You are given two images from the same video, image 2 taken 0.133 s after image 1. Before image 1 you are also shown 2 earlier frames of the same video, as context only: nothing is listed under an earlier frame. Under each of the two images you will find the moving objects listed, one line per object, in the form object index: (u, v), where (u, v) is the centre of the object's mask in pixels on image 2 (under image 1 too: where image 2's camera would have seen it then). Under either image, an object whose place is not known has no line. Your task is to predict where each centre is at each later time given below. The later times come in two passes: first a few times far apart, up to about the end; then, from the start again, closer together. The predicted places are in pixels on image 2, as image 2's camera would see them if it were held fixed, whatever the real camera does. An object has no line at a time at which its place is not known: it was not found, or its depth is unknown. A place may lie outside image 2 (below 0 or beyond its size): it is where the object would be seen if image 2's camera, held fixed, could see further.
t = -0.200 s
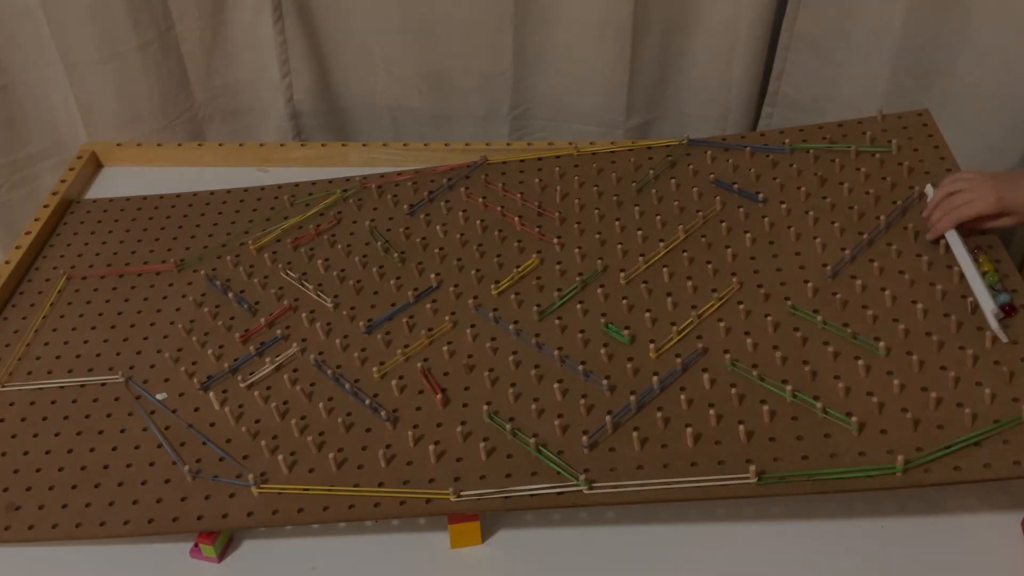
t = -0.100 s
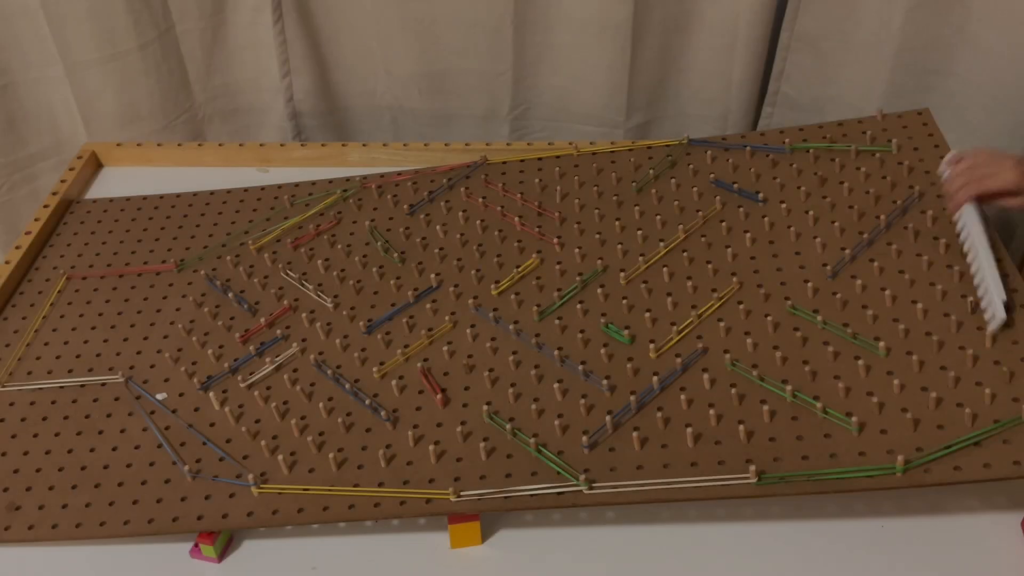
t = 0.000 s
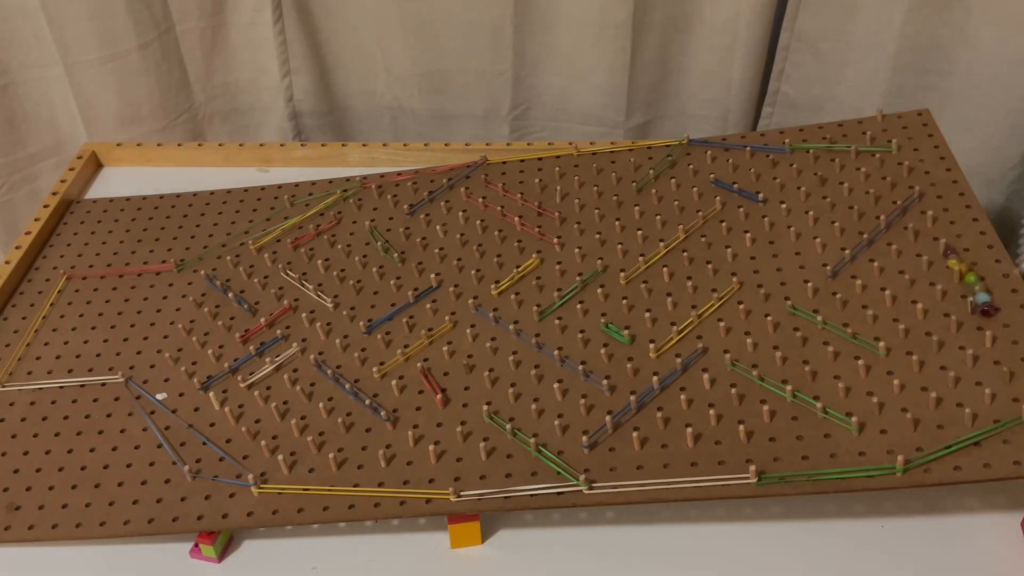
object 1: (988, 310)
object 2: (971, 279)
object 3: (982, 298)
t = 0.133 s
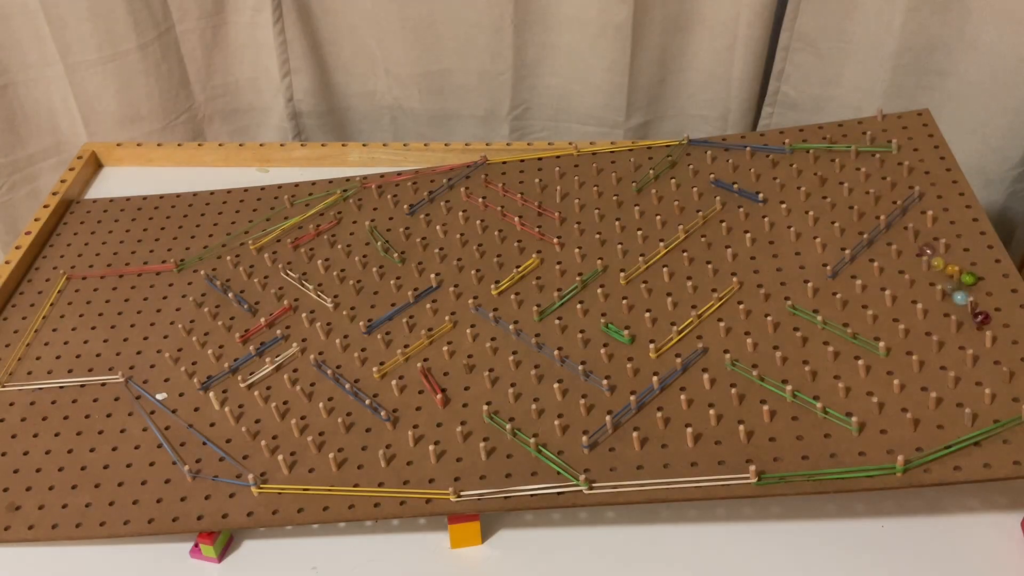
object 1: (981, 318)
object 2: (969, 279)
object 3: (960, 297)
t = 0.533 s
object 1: (956, 318)
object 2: (926, 285)
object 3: (916, 325)
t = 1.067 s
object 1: (904, 349)
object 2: (883, 281)
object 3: (875, 305)
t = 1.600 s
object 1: (862, 405)
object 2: (843, 281)
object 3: (851, 303)
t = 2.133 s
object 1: (829, 400)
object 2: (803, 303)
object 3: (851, 303)
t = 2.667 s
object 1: (725, 349)
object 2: (753, 285)
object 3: (851, 303)
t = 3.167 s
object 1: (646, 372)
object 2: (706, 322)
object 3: (851, 303)
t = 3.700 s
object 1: (598, 364)
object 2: (651, 371)
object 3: (851, 303)
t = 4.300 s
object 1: (519, 324)
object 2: (596, 352)
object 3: (851, 303)
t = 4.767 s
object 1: (478, 299)
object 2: (549, 336)
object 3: (850, 303)
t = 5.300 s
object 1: (428, 327)
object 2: (464, 295)
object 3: (851, 303)
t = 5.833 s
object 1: (393, 340)
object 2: (433, 302)
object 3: (851, 303)
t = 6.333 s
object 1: (367, 345)
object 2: (393, 319)
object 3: (851, 303)
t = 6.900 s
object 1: (298, 335)
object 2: (335, 360)
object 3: (851, 303)
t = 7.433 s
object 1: (302, 307)
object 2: (301, 367)
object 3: (851, 303)
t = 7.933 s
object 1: (287, 297)
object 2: (263, 387)
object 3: (851, 303)
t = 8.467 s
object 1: (280, 292)
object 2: (227, 384)
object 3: (851, 303)
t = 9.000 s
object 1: (257, 297)
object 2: (167, 400)
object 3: (851, 303)
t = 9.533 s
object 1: (229, 281)
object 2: (172, 366)
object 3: (851, 303)
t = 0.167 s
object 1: (977, 320)
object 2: (969, 278)
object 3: (953, 297)
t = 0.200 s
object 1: (973, 322)
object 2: (968, 279)
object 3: (952, 298)
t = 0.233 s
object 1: (966, 323)
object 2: (968, 280)
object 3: (953, 301)
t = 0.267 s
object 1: (969, 323)
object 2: (967, 281)
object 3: (953, 303)
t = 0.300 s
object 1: (970, 323)
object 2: (966, 281)
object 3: (951, 306)
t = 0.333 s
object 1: (970, 322)
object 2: (963, 282)
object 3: (949, 308)
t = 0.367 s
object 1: (968, 322)
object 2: (958, 283)
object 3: (945, 310)
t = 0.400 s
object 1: (966, 322)
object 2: (954, 285)
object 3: (942, 313)
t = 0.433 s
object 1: (964, 322)
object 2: (948, 286)
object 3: (937, 317)
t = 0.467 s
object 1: (964, 320)
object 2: (939, 286)
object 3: (931, 319)
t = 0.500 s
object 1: (962, 320)
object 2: (932, 286)
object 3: (925, 322)
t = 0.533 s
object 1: (956, 318)
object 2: (926, 285)
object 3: (916, 325)
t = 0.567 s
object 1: (949, 317)
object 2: (921, 285)
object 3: (911, 325)
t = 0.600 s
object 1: (945, 318)
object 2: (925, 286)
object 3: (911, 322)
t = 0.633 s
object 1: (939, 316)
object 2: (926, 286)
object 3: (907, 320)
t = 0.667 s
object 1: (933, 316)
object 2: (926, 287)
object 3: (903, 318)
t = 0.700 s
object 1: (935, 318)
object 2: (926, 288)
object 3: (900, 316)
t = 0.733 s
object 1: (935, 321)
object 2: (923, 289)
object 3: (903, 315)
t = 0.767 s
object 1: (934, 323)
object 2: (919, 290)
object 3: (904, 314)
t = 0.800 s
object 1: (931, 325)
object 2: (914, 291)
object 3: (904, 313)
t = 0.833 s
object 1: (929, 328)
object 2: (909, 292)
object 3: (904, 312)
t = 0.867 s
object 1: (925, 330)
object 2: (902, 294)
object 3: (903, 311)
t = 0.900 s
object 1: (921, 332)
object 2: (898, 293)
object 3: (901, 310)
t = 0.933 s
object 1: (915, 335)
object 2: (897, 291)
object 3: (898, 309)
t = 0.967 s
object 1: (914, 339)
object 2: (895, 288)
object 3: (894, 308)
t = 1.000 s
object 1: (911, 344)
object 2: (892, 285)
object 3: (888, 307)
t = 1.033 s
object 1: (907, 346)
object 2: (887, 283)
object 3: (882, 306)
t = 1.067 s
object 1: (904, 349)
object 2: (883, 281)
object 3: (875, 305)
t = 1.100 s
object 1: (898, 351)
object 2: (877, 279)
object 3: (867, 305)
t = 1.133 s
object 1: (900, 356)
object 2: (870, 277)
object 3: (858, 304)
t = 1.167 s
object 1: (902, 359)
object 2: (863, 275)
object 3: (852, 303)
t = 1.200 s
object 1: (900, 363)
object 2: (854, 273)
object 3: (852, 303)
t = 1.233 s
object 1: (899, 367)
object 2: (847, 271)
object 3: (852, 303)
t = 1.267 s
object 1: (897, 370)
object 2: (852, 273)
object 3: (852, 303)
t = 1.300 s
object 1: (893, 373)
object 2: (854, 276)
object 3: (851, 303)
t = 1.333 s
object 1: (888, 378)
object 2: (854, 279)
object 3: (851, 303)
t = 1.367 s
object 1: (883, 380)
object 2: (855, 278)
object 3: (851, 303)
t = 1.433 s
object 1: (870, 387)
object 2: (851, 277)
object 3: (851, 303)
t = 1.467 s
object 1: (862, 391)
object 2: (849, 277)
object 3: (851, 302)
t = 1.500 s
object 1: (858, 393)
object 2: (843, 276)
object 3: (851, 303)
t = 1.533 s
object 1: (862, 397)
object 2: (843, 277)
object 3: (851, 303)
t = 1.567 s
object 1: (863, 401)
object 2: (844, 279)
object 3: (851, 303)
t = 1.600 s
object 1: (862, 405)
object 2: (843, 281)
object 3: (851, 303)
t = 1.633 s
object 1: (861, 409)
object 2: (842, 284)
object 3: (851, 303)
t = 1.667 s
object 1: (856, 412)
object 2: (840, 286)
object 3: (851, 303)
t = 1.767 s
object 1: (855, 410)
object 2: (830, 292)
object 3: (851, 303)
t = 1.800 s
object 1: (854, 408)
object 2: (829, 294)
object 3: (851, 303)
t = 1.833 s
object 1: (853, 406)
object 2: (827, 296)
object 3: (851, 303)
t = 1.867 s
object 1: (851, 402)
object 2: (825, 297)
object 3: (851, 303)
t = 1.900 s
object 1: (848, 399)
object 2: (822, 299)
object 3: (851, 303)
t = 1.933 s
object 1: (847, 401)
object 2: (821, 299)
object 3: (851, 303)
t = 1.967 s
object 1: (845, 402)
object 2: (820, 300)
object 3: (851, 303)
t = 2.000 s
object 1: (841, 403)
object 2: (818, 301)
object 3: (850, 303)
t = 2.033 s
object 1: (838, 404)
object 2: (815, 301)
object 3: (851, 303)
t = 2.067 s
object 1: (833, 404)
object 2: (812, 302)
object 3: (851, 303)
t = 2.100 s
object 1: (831, 402)
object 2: (808, 302)
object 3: (851, 303)
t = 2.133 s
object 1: (829, 400)
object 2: (803, 303)
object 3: (851, 303)
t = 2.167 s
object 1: (826, 398)
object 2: (799, 302)
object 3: (851, 303)
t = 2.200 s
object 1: (822, 395)
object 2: (797, 299)
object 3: (851, 303)
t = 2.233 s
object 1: (816, 393)
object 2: (796, 297)
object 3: (851, 303)
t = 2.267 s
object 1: (811, 392)
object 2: (794, 295)
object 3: (851, 303)
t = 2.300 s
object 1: (804, 388)
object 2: (790, 293)
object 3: (851, 303)
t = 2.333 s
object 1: (800, 385)
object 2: (786, 291)
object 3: (851, 303)
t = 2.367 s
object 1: (795, 382)
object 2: (780, 290)
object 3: (851, 303)
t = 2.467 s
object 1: (774, 374)
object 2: (758, 286)
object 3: (851, 303)
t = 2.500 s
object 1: (767, 369)
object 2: (751, 285)
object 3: (851, 303)
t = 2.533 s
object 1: (758, 366)
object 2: (750, 282)
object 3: (851, 303)
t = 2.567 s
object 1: (750, 362)
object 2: (753, 284)
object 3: (851, 303)
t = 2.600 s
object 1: (742, 358)
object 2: (753, 284)
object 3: (851, 303)
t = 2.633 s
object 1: (735, 353)
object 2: (753, 285)
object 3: (851, 303)
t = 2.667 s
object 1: (725, 349)
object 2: (753, 285)
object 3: (851, 303)
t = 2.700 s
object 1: (715, 345)
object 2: (750, 286)
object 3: (851, 303)
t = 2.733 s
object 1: (707, 340)
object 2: (748, 287)
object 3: (851, 303)
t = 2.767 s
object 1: (702, 340)
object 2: (745, 288)
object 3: (851, 303)
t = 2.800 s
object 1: (694, 340)
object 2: (744, 289)
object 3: (851, 303)
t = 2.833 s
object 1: (687, 340)
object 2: (741, 292)
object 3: (851, 303)
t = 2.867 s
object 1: (683, 341)
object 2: (738, 293)
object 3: (851, 303)
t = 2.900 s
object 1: (682, 345)
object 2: (736, 296)
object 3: (851, 303)
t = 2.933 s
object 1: (680, 350)
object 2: (734, 298)
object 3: (851, 303)
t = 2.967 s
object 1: (677, 351)
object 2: (730, 302)
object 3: (851, 303)
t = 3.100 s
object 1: (658, 366)
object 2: (715, 314)
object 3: (851, 303)
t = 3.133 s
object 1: (653, 369)
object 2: (709, 318)
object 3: (851, 303)
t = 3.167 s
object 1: (646, 372)
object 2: (706, 322)
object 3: (851, 303)
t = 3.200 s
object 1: (644, 375)
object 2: (701, 327)
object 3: (851, 303)
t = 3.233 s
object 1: (646, 378)
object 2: (697, 331)
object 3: (851, 303)
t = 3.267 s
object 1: (644, 381)
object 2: (690, 335)
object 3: (851, 303)
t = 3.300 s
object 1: (642, 382)
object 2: (684, 340)
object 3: (851, 303)
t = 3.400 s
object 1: (631, 384)
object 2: (666, 354)
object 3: (851, 303)
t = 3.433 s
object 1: (625, 385)
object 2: (659, 357)
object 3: (851, 303)
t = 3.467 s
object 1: (618, 384)
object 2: (653, 362)
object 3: (851, 303)
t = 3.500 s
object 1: (615, 381)
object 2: (647, 366)
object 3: (851, 303)
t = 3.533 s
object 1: (614, 378)
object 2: (645, 370)
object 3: (851, 303)
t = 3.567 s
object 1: (613, 374)
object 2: (650, 371)
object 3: (851, 303)
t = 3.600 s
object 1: (610, 371)
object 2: (654, 372)
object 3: (851, 303)
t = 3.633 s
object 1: (607, 368)
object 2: (656, 372)
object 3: (851, 303)
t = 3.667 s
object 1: (603, 364)
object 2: (654, 372)
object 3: (851, 303)
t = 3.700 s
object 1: (598, 364)
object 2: (651, 371)
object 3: (851, 303)
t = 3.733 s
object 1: (592, 363)
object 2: (648, 370)
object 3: (851, 303)
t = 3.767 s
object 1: (584, 362)
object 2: (643, 369)
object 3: (851, 303)
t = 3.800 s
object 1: (580, 359)
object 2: (642, 367)
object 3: (851, 303)
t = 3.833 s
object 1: (577, 357)
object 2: (640, 364)
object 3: (851, 303)
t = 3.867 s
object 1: (575, 352)
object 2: (639, 362)
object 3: (851, 303)
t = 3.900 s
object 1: (569, 349)
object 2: (637, 358)
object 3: (851, 303)
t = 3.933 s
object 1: (567, 348)
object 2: (635, 356)
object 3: (851, 303)
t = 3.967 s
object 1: (565, 347)
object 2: (631, 354)
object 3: (851, 303)
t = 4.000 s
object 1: (560, 345)
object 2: (625, 351)
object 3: (851, 303)
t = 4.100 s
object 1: (547, 341)
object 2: (606, 347)
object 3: (851, 303)
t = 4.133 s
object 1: (542, 338)
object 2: (597, 346)
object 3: (851, 303)
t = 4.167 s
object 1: (539, 336)
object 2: (592, 345)
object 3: (851, 303)
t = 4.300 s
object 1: (519, 324)
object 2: (596, 352)
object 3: (851, 303)
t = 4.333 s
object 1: (515, 321)
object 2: (595, 353)
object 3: (851, 303)
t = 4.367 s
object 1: (510, 318)
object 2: (593, 355)
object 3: (851, 303)
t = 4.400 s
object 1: (503, 314)
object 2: (589, 357)
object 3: (850, 303)
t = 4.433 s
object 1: (497, 311)
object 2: (585, 358)
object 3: (851, 303)
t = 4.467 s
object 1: (491, 307)
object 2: (581, 358)
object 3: (851, 303)
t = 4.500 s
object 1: (485, 305)
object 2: (575, 358)
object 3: (851, 303)
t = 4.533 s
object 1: (479, 300)
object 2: (574, 356)
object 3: (851, 303)
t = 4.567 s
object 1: (476, 298)
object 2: (573, 353)
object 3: (851, 303)
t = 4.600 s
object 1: (480, 299)
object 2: (571, 350)
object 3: (851, 303)
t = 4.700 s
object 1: (481, 300)
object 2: (560, 341)
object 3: (851, 303)
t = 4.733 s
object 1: (480, 300)
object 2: (555, 338)
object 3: (851, 303)
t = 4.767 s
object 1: (478, 299)
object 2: (549, 336)
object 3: (850, 303)
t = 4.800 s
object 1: (474, 300)
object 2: (543, 333)
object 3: (851, 303)
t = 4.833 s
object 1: (465, 298)
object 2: (536, 331)
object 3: (851, 303)
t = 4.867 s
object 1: (462, 299)
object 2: (529, 327)
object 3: (851, 303)
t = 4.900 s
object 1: (459, 300)
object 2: (522, 325)
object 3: (851, 303)
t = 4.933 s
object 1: (457, 303)
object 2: (514, 321)
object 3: (851, 303)
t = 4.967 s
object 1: (453, 305)
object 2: (509, 318)
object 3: (851, 303)
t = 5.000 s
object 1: (449, 308)
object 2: (503, 310)
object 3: (851, 303)
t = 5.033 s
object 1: (445, 310)
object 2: (497, 307)
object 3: (851, 303)
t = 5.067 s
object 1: (440, 312)
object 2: (491, 304)
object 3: (851, 303)
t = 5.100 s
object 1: (441, 314)
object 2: (485, 302)
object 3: (851, 303)
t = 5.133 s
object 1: (440, 316)
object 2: (479, 296)
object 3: (851, 303)
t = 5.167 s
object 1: (439, 319)
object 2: (478, 299)
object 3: (851, 303)
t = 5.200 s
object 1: (438, 321)
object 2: (473, 297)
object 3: (851, 303)
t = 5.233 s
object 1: (434, 324)
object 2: (467, 295)
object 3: (851, 303)
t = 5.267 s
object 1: (431, 326)
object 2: (463, 295)
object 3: (851, 303)
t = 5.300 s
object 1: (428, 327)
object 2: (464, 295)
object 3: (851, 303)
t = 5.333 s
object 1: (424, 329)
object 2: (465, 295)
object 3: (851, 303)
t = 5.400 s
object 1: (413, 336)
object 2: (465, 296)
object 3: (851, 303)
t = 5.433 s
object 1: (407, 338)
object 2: (463, 296)
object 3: (851, 303)
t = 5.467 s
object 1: (399, 340)
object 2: (462, 296)
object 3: (851, 303)
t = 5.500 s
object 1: (395, 341)
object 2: (461, 297)
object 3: (851, 303)
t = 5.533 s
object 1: (400, 341)
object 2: (461, 298)
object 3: (851, 303)
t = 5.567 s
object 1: (402, 341)
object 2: (459, 299)
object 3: (851, 303)
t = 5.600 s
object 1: (403, 340)
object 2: (459, 299)
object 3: (851, 303)
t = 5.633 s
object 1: (404, 340)
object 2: (457, 300)
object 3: (850, 303)
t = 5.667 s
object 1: (403, 341)
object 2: (454, 301)
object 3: (851, 303)
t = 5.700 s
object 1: (403, 341)
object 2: (450, 302)
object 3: (851, 303)
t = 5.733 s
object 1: (402, 341)
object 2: (446, 303)
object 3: (851, 303)
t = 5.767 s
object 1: (400, 341)
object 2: (440, 304)
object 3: (851, 303)
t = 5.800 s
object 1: (396, 341)
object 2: (437, 305)
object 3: (851, 303)
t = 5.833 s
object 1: (393, 340)
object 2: (433, 302)
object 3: (851, 303)
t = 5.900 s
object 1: (396, 339)
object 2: (424, 298)
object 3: (851, 303)
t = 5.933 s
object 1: (395, 337)
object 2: (423, 297)
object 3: (851, 303)
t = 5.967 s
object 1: (394, 336)
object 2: (424, 299)
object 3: (851, 303)
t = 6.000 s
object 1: (392, 335)
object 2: (423, 300)
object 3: (851, 303)
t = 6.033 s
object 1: (390, 336)
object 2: (421, 301)
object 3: (851, 303)
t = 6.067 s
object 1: (387, 334)
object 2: (419, 302)
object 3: (851, 303)
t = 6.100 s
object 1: (384, 332)
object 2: (416, 303)
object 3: (851, 303)
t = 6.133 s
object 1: (382, 332)
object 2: (414, 305)
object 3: (851, 303)
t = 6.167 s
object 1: (374, 333)
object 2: (411, 307)
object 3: (851, 303)
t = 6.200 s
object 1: (375, 335)
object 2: (408, 309)
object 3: (851, 303)
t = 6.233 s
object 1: (374, 338)
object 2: (405, 311)
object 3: (851, 303)
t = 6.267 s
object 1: (374, 341)
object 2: (401, 313)
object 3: (851, 303)
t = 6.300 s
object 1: (370, 342)
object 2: (397, 316)
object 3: (850, 303)
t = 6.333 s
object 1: (367, 345)
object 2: (393, 319)
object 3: (851, 303)
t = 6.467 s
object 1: (349, 355)
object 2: (373, 331)
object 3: (850, 303)
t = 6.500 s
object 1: (345, 357)
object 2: (370, 336)
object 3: (851, 303)
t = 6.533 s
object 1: (338, 359)
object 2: (365, 339)
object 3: (851, 303)
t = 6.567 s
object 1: (332, 360)
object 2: (360, 343)
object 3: (851, 303)
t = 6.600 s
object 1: (330, 360)
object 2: (353, 347)
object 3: (851, 303)
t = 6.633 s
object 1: (331, 355)
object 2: (347, 351)
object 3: (851, 303)
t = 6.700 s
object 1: (322, 351)
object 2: (344, 355)
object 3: (851, 303)
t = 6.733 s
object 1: (318, 348)
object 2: (341, 357)
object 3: (851, 303)
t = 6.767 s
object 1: (311, 345)
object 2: (339, 359)
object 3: (851, 303)
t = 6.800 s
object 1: (305, 343)
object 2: (335, 361)
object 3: (851, 303)
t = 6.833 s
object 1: (300, 339)
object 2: (332, 363)
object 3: (851, 303)
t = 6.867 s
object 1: (295, 337)
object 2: (333, 362)
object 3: (851, 303)
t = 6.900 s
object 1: (298, 335)
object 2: (335, 360)
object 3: (851, 303)
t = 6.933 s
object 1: (303, 334)
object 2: (335, 358)
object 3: (851, 303)
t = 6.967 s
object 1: (306, 333)
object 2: (335, 355)
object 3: (851, 303)
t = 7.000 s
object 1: (310, 330)
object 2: (335, 354)
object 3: (851, 303)
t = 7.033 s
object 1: (312, 329)
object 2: (334, 353)
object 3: (851, 303)
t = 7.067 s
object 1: (314, 327)
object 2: (332, 353)
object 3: (851, 303)
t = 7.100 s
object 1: (318, 323)
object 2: (329, 353)
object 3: (851, 303)
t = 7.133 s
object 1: (319, 321)
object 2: (325, 353)
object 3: (851, 303)
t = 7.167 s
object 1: (316, 319)
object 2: (321, 353)
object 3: (851, 303)
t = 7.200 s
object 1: (316, 317)
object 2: (316, 353)
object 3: (851, 303)
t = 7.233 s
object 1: (317, 316)
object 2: (310, 352)
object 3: (851, 303)
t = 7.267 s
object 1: (316, 315)
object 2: (304, 353)
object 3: (851, 303)
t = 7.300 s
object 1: (315, 314)
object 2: (304, 356)
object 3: (851, 303)
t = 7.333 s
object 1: (313, 312)
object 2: (304, 359)
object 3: (851, 303)
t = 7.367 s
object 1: (311, 311)
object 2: (304, 362)
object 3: (851, 303)
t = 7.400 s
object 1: (307, 309)
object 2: (303, 364)
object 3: (851, 303)
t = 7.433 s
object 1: (302, 307)
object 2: (301, 367)
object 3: (851, 303)
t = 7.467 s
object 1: (303, 307)
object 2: (298, 371)
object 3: (851, 303)
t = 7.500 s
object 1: (306, 306)
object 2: (295, 373)
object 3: (851, 303)
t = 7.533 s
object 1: (306, 304)
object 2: (293, 373)
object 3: (851, 303)
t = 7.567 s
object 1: (307, 302)
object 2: (289, 372)
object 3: (851, 303)
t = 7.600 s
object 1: (308, 300)
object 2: (285, 371)
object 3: (851, 303)
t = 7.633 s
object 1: (306, 301)
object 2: (282, 370)
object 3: (851, 303)
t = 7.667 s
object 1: (304, 301)
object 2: (280, 371)
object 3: (851, 303)
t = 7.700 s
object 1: (301, 302)
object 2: (280, 373)
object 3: (851, 303)
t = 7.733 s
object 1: (299, 303)
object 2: (279, 376)
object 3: (851, 303)
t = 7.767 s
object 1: (296, 303)
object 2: (278, 379)
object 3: (851, 303)
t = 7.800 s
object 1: (294, 302)
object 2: (276, 381)
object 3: (850, 303)
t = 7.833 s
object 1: (292, 301)
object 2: (274, 383)
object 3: (851, 303)
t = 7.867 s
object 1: (288, 298)
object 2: (271, 384)
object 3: (851, 303)
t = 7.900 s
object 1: (284, 297)
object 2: (266, 387)
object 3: (851, 303)
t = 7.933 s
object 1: (287, 297)
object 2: (263, 387)
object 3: (851, 303)
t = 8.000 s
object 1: (290, 297)
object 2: (251, 392)
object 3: (851, 303)
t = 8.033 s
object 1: (291, 297)
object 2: (245, 394)
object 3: (851, 303)
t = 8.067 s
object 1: (291, 296)
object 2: (238, 396)
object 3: (851, 303)
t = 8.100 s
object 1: (291, 296)
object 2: (231, 397)
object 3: (851, 303)
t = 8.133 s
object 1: (290, 296)
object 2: (229, 397)
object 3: (851, 303)
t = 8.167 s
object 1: (289, 295)
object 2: (231, 395)
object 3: (851, 303)
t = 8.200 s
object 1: (287, 294)
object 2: (232, 393)
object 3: (851, 303)
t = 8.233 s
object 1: (285, 294)
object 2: (232, 391)
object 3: (851, 303)
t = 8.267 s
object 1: (285, 294)
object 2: (232, 389)
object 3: (851, 303)
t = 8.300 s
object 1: (285, 293)
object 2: (231, 386)
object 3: (851, 303)
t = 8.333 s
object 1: (284, 293)
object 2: (229, 384)
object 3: (851, 303)
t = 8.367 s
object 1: (283, 293)
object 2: (226, 382)
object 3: (851, 303)
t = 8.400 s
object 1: (283, 292)
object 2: (225, 381)
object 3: (851, 303)
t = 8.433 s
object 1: (282, 292)
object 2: (226, 383)
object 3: (851, 303)
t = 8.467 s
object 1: (280, 292)
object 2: (227, 384)
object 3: (851, 303)
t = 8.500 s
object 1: (277, 291)
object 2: (228, 386)
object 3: (850, 303)
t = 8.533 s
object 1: (277, 291)
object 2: (228, 387)
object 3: (851, 303)
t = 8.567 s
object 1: (272, 288)
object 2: (227, 388)
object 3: (851, 303)
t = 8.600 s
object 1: (267, 288)
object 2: (226, 389)
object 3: (851, 303)
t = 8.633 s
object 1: (265, 288)
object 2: (225, 391)
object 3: (851, 303)
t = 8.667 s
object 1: (264, 290)
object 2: (222, 392)
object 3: (851, 303)
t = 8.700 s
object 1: (263, 291)
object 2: (220, 393)
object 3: (851, 303)
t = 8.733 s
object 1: (261, 295)
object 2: (217, 393)
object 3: (851, 303)
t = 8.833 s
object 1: (253, 300)
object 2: (201, 397)
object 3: (851, 303)
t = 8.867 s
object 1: (252, 300)
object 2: (196, 398)
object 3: (851, 303)
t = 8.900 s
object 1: (254, 299)
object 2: (189, 399)
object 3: (851, 303)
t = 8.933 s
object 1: (255, 298)
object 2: (183, 399)
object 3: (851, 303)
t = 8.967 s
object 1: (256, 297)
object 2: (175, 400)
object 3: (851, 303)
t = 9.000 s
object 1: (257, 297)
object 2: (167, 400)
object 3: (851, 303)
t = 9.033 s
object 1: (257, 296)
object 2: (164, 398)
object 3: (851, 303)
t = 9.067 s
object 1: (256, 296)
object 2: (165, 394)
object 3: (851, 303)
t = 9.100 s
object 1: (256, 295)
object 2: (167, 389)
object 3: (851, 303)
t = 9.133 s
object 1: (254, 295)
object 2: (170, 384)
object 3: (851, 303)
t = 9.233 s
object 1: (246, 294)
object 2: (175, 371)
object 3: (851, 303)
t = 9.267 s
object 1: (244, 293)
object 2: (175, 366)
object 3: (851, 303)
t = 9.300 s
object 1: (244, 291)
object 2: (175, 364)
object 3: (851, 303)
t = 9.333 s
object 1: (244, 289)
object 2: (176, 364)
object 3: (851, 303)
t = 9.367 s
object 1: (244, 287)
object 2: (177, 364)
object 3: (851, 303)
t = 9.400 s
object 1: (242, 286)
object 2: (176, 364)
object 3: (851, 303)
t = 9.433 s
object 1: (240, 285)
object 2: (175, 364)
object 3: (851, 303)
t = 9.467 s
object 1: (237, 284)
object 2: (175, 365)
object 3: (851, 303)
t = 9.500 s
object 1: (234, 282)
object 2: (173, 365)
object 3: (851, 303)
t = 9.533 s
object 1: (229, 281)
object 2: (172, 366)
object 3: (851, 303)
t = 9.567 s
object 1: (225, 280)
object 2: (171, 366)
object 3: (851, 303)
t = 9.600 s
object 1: (222, 278)
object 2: (168, 367)
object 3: (851, 303)
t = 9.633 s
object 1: (220, 275)
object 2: (164, 367)
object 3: (851, 303)
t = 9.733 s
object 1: (213, 268)
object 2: (150, 369)
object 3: (851, 303)
